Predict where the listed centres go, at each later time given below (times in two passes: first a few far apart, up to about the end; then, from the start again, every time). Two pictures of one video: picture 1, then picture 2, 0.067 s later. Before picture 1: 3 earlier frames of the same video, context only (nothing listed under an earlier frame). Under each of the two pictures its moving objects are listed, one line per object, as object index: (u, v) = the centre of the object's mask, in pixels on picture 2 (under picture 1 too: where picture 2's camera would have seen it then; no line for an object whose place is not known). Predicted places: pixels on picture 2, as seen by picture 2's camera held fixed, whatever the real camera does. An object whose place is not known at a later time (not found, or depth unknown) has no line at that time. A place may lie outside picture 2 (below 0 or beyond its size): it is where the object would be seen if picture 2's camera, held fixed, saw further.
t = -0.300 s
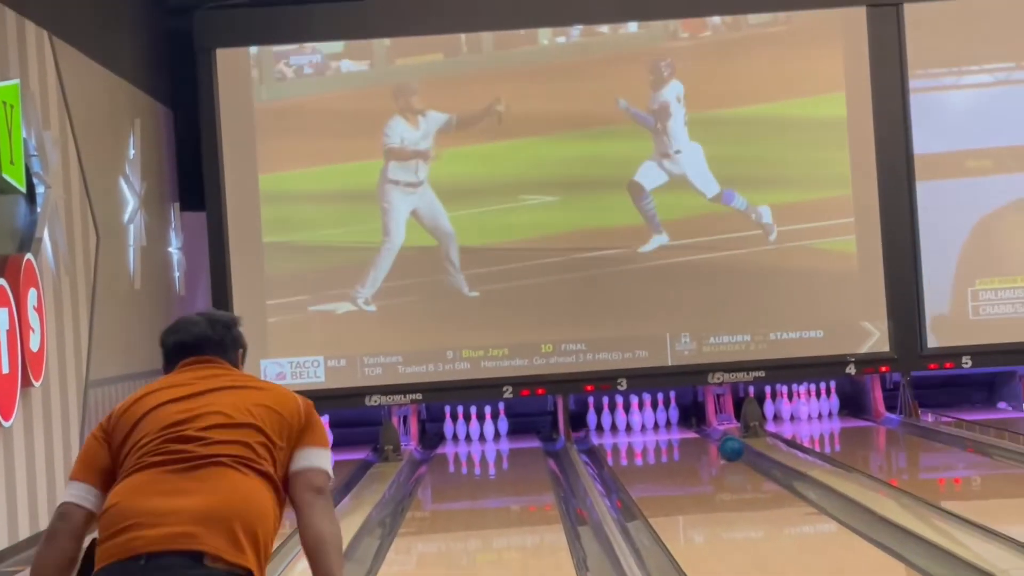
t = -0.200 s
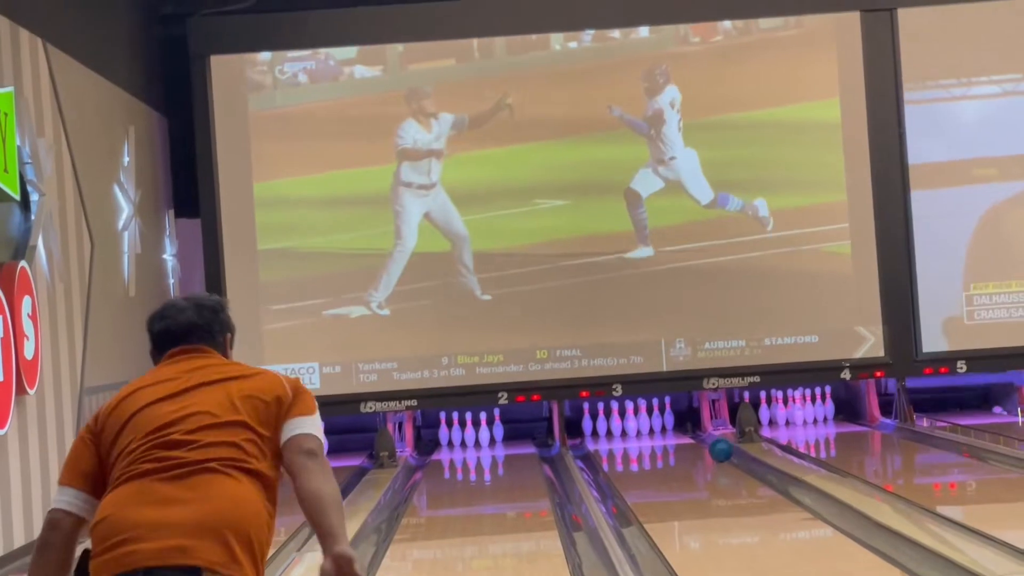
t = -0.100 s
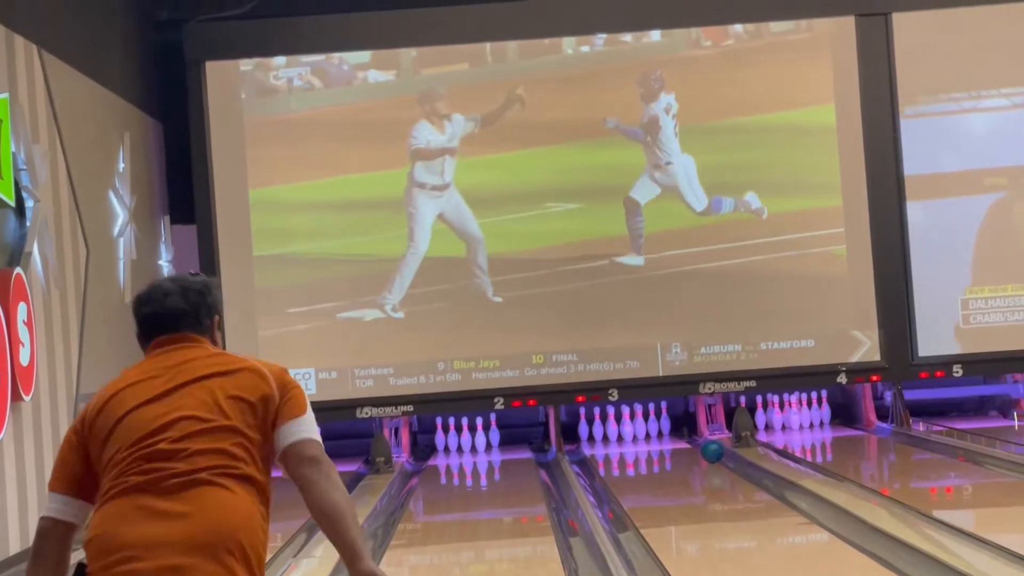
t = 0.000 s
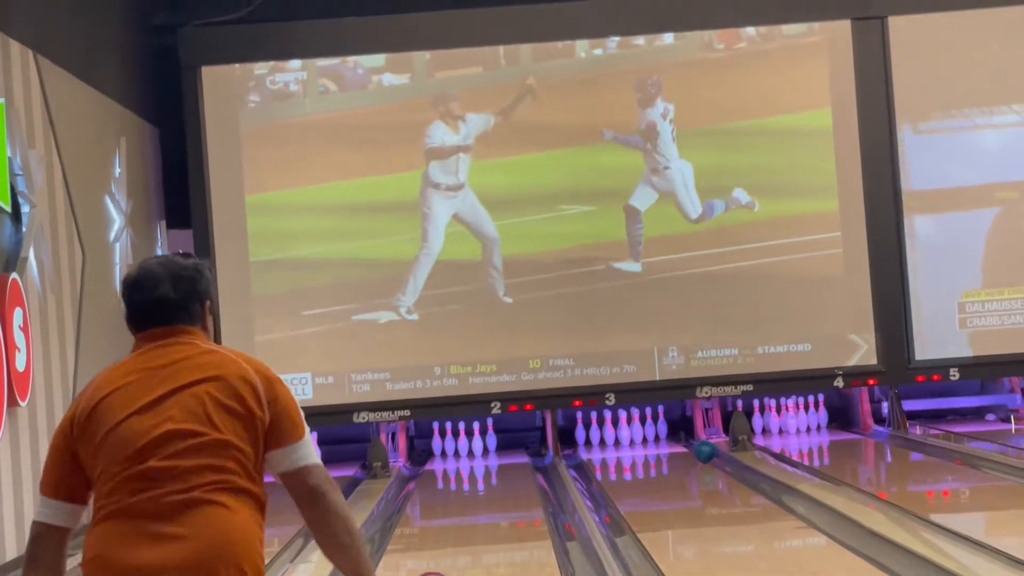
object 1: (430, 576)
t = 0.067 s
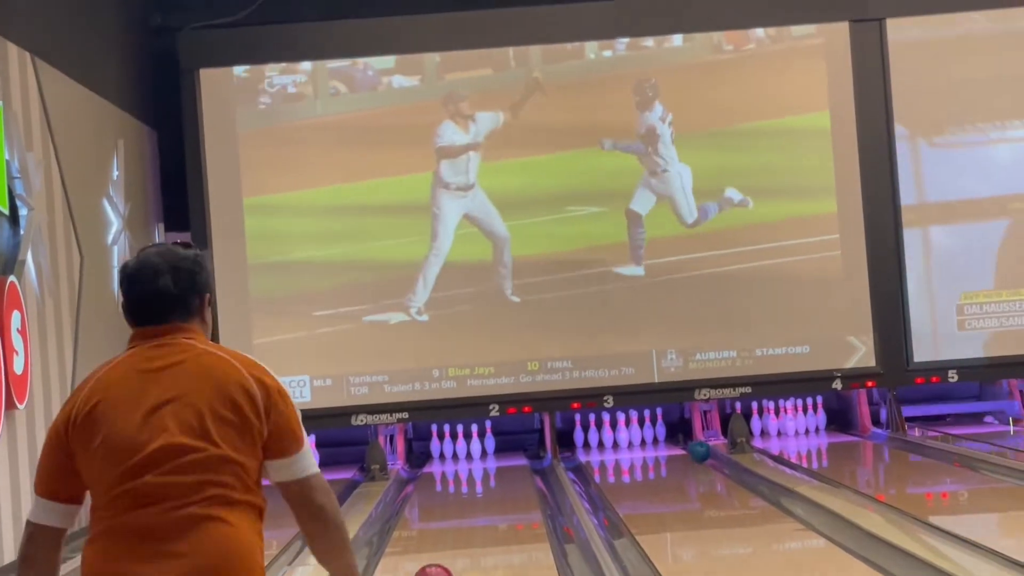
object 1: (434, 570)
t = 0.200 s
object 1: (440, 560)
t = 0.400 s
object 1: (447, 540)
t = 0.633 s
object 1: (454, 517)
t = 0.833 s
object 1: (457, 501)
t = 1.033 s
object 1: (461, 488)
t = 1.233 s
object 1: (464, 477)
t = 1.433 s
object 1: (466, 467)
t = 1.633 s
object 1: (467, 459)
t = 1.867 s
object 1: (468, 452)
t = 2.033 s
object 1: (459, 449)
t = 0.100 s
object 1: (435, 568)
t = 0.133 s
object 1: (437, 565)
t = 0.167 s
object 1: (438, 562)
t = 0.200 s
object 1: (440, 560)
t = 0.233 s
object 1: (441, 557)
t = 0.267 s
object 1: (443, 554)
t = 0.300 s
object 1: (444, 551)
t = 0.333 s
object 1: (445, 547)
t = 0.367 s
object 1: (446, 543)
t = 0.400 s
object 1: (447, 540)
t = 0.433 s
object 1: (448, 536)
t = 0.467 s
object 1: (449, 533)
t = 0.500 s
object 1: (450, 529)
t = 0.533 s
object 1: (451, 526)
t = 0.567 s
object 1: (452, 523)
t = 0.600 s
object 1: (453, 520)
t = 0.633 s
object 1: (454, 517)
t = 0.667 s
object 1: (454, 514)
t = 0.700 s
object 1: (455, 511)
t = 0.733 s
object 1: (456, 508)
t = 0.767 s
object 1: (456, 506)
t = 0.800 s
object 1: (457, 503)
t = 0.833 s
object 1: (457, 501)
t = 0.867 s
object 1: (458, 499)
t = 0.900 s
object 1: (459, 497)
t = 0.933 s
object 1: (459, 494)
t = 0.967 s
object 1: (460, 492)
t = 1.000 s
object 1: (460, 490)
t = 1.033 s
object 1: (461, 488)
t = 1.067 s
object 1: (462, 486)
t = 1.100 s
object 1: (462, 484)
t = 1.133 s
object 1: (463, 482)
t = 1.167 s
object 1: (463, 480)
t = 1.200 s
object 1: (463, 478)
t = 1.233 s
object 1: (464, 477)
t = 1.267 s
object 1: (464, 475)
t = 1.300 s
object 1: (465, 473)
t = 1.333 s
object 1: (465, 472)
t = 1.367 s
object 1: (465, 470)
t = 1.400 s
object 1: (466, 469)
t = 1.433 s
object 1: (466, 467)
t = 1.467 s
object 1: (466, 466)
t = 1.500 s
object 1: (467, 464)
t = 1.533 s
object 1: (467, 463)
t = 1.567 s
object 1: (467, 461)
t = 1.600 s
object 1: (467, 460)
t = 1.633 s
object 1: (467, 459)
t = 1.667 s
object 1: (468, 458)
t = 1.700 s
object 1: (468, 457)
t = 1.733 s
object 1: (468, 456)
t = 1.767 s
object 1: (468, 455)
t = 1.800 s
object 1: (468, 453)
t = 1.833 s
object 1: (468, 453)
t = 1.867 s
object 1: (468, 452)
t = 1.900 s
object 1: (468, 451)
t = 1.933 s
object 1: (465, 450)
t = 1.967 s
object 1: (463, 450)
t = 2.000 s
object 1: (461, 449)
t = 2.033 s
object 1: (459, 449)
